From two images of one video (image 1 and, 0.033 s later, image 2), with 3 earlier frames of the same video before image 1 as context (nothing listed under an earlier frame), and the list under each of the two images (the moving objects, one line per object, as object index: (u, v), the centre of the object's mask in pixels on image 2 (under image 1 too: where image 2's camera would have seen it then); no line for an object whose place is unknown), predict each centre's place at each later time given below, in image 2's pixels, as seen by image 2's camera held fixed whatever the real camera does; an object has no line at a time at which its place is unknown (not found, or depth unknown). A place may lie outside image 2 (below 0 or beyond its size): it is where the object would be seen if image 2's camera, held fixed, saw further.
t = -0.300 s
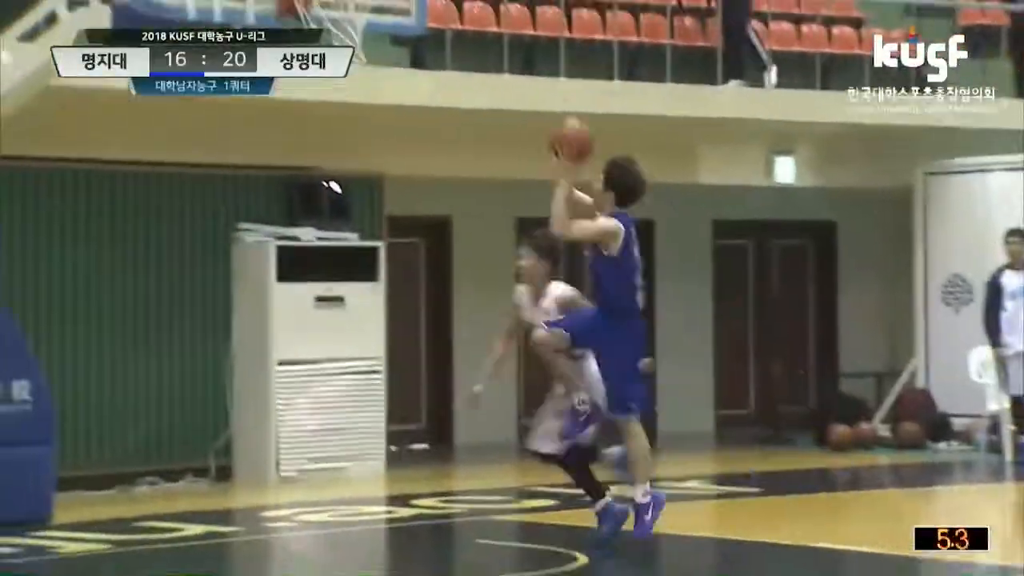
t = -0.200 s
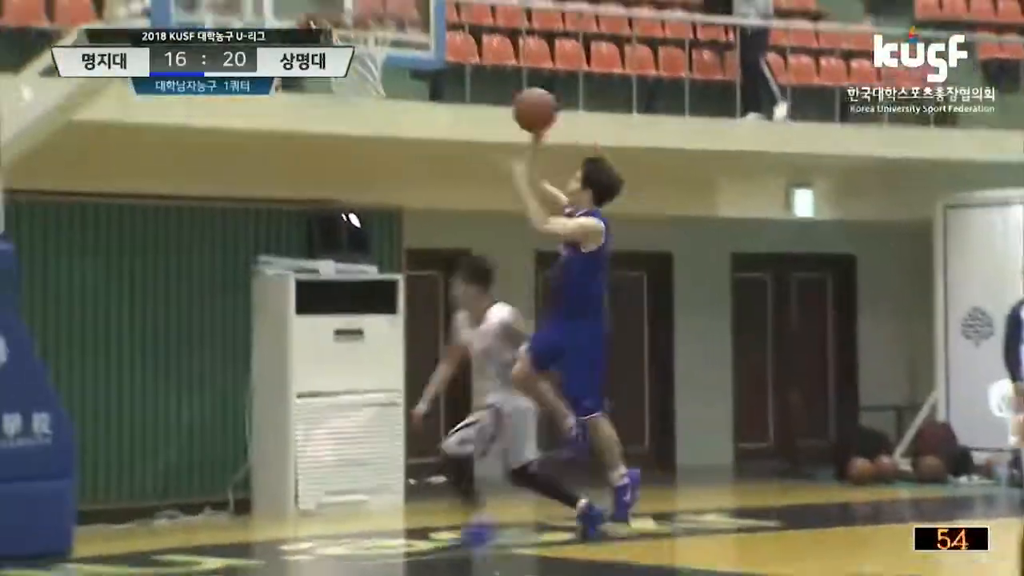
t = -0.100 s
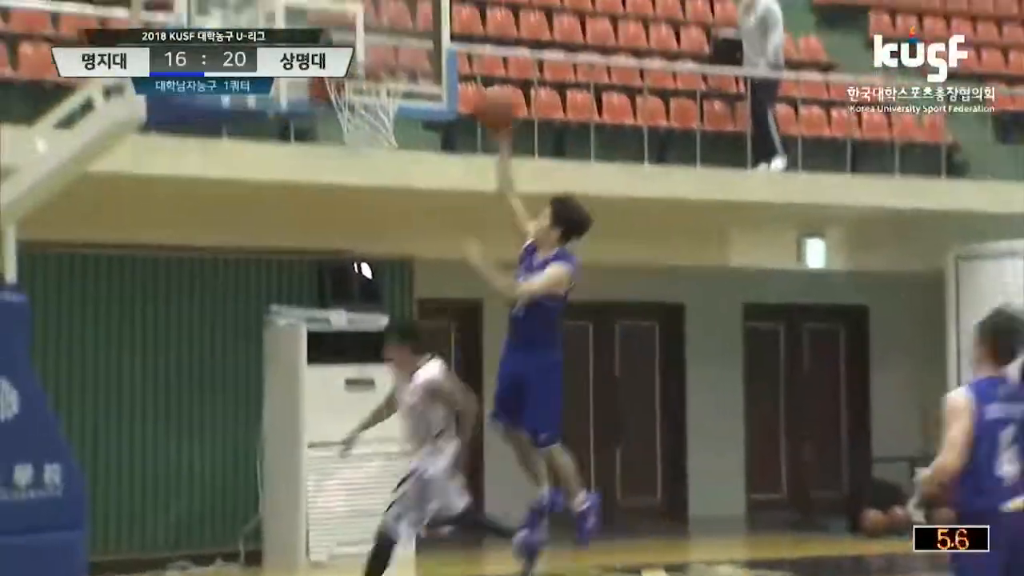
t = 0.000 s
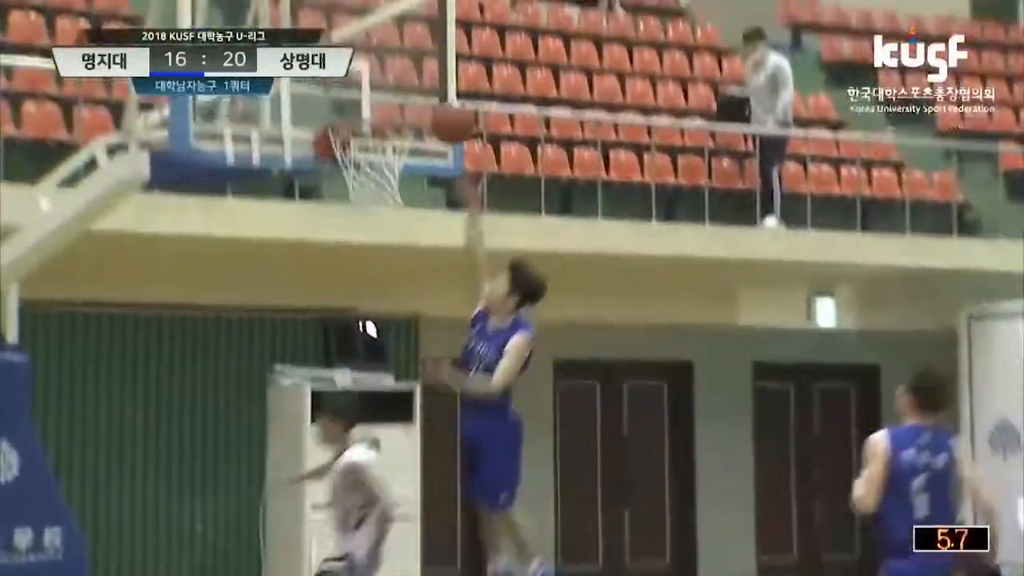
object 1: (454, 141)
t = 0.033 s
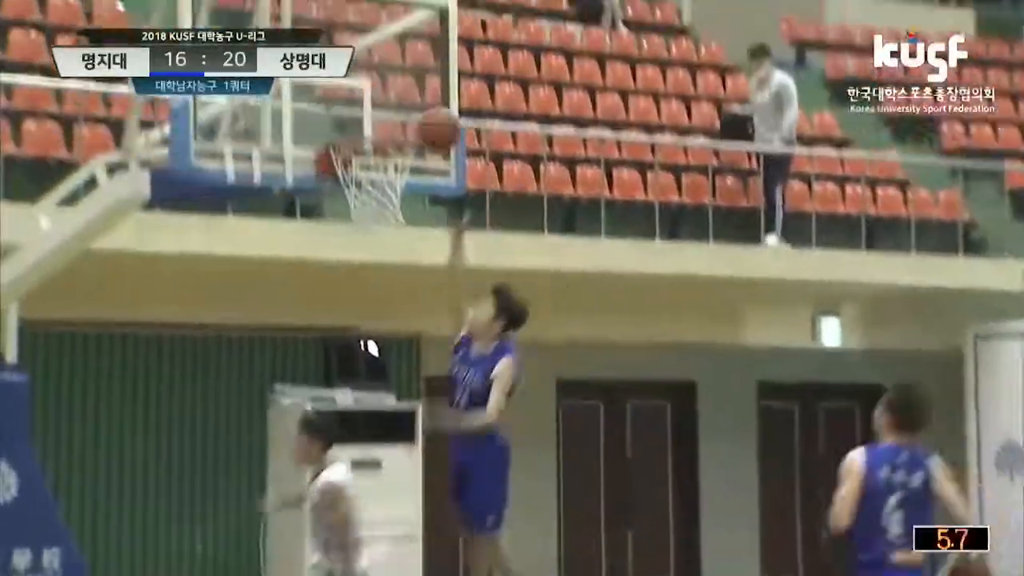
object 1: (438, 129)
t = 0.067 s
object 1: (422, 120)
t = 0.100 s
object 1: (407, 115)
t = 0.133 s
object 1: (400, 113)
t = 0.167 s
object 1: (400, 102)
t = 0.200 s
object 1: (403, 97)
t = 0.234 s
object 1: (405, 96)
